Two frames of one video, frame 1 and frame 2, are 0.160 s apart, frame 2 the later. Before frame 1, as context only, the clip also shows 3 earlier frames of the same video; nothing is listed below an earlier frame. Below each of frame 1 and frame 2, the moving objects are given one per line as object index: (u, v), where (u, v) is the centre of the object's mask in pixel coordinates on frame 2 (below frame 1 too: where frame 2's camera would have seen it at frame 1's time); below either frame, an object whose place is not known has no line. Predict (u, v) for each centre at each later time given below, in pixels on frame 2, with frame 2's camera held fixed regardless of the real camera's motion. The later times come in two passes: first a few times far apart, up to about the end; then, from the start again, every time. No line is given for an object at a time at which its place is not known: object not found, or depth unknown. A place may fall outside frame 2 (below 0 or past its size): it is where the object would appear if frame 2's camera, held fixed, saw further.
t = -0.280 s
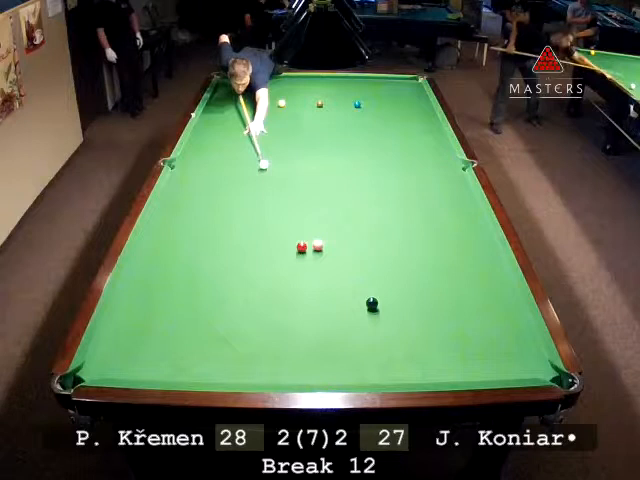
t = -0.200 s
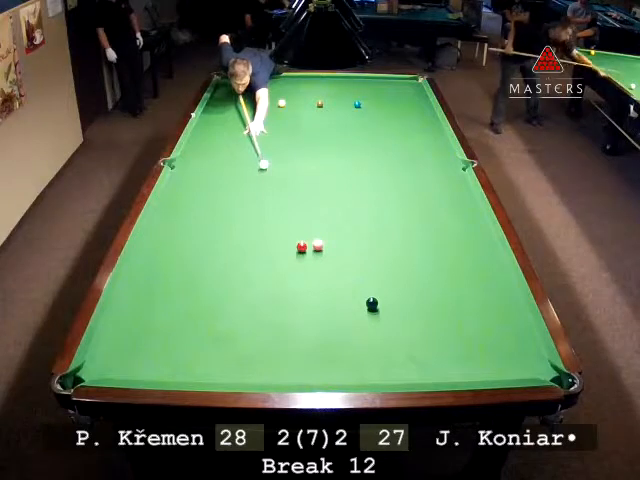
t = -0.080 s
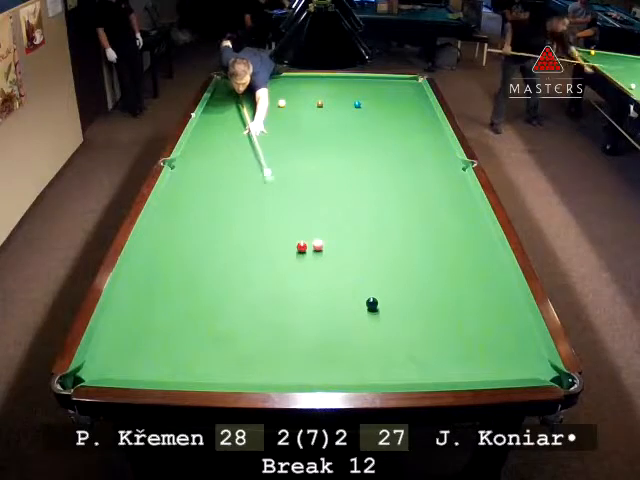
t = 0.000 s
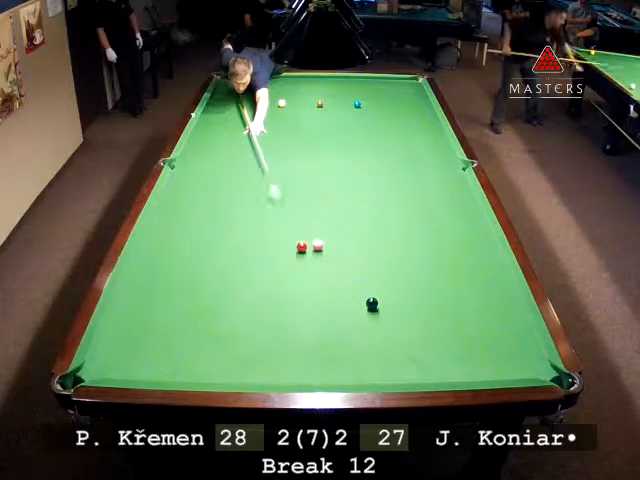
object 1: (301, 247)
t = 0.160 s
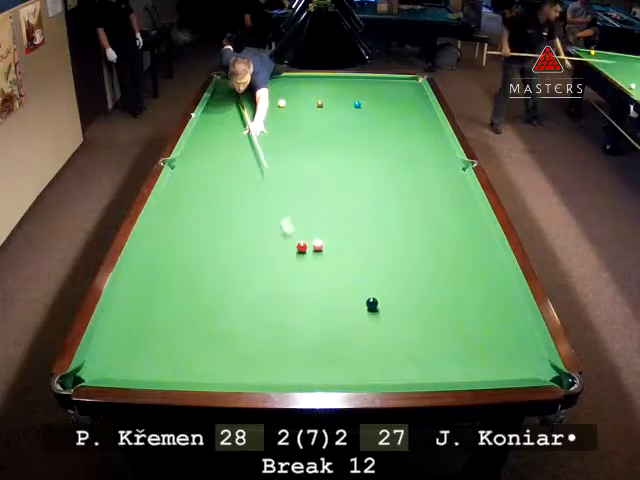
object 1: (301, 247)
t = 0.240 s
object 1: (306, 249)
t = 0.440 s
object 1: (347, 270)
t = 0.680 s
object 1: (395, 294)
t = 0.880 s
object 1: (435, 312)
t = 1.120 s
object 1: (485, 337)
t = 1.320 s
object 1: (529, 358)
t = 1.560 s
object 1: (553, 376)
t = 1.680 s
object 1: (558, 383)
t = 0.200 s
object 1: (301, 247)
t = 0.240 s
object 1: (306, 249)
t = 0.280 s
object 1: (315, 253)
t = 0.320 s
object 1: (324, 260)
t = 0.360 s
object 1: (332, 263)
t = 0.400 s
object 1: (339, 266)
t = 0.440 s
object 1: (347, 270)
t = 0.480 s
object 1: (355, 274)
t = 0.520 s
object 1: (362, 277)
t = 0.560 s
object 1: (370, 281)
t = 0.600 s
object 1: (378, 285)
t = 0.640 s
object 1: (387, 289)
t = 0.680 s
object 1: (395, 294)
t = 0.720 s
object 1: (402, 298)
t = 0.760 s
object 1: (410, 301)
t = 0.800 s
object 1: (418, 305)
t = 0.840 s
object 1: (427, 309)
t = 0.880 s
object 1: (435, 312)
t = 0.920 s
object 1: (442, 316)
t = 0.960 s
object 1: (453, 321)
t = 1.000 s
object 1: (460, 325)
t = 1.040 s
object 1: (468, 329)
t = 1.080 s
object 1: (477, 333)
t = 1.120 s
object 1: (485, 337)
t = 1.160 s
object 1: (494, 342)
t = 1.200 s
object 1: (503, 346)
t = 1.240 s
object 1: (512, 350)
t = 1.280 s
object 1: (521, 354)
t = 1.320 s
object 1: (529, 358)
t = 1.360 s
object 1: (536, 361)
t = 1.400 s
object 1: (544, 366)
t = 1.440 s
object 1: (546, 369)
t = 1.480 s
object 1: (548, 373)
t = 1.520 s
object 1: (548, 375)
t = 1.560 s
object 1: (553, 376)
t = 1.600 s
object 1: (554, 378)
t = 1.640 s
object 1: (557, 380)
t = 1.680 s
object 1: (558, 383)
